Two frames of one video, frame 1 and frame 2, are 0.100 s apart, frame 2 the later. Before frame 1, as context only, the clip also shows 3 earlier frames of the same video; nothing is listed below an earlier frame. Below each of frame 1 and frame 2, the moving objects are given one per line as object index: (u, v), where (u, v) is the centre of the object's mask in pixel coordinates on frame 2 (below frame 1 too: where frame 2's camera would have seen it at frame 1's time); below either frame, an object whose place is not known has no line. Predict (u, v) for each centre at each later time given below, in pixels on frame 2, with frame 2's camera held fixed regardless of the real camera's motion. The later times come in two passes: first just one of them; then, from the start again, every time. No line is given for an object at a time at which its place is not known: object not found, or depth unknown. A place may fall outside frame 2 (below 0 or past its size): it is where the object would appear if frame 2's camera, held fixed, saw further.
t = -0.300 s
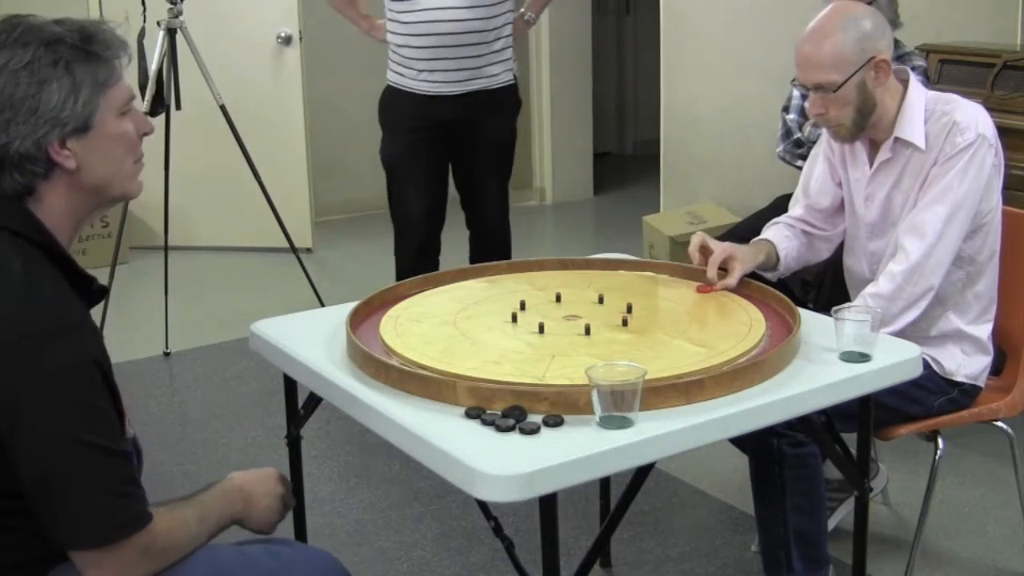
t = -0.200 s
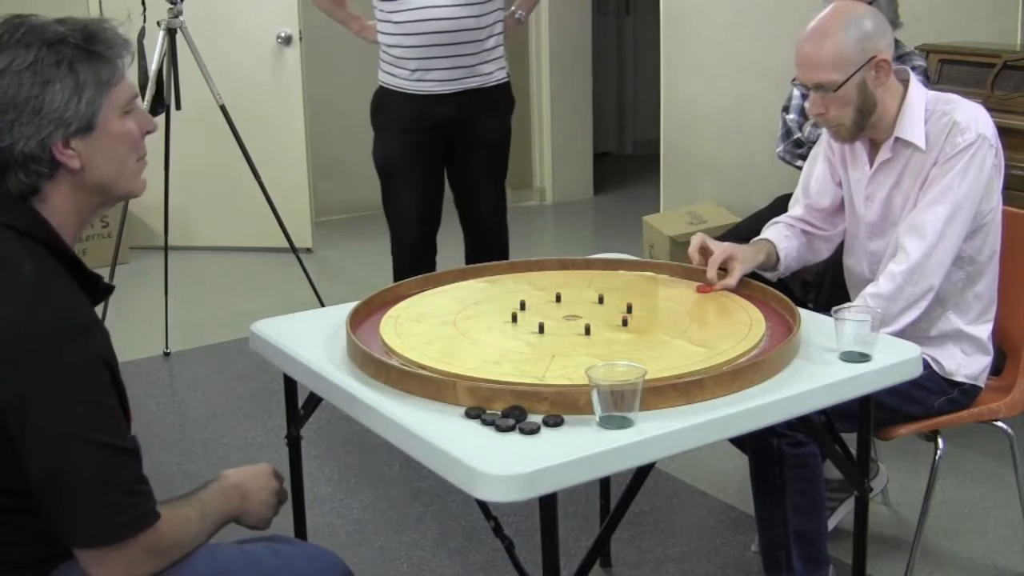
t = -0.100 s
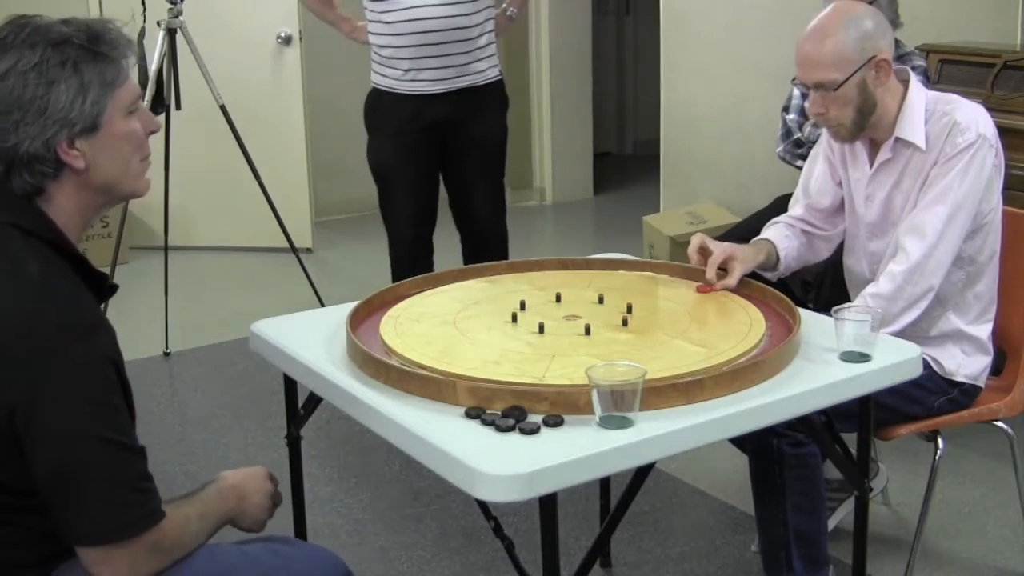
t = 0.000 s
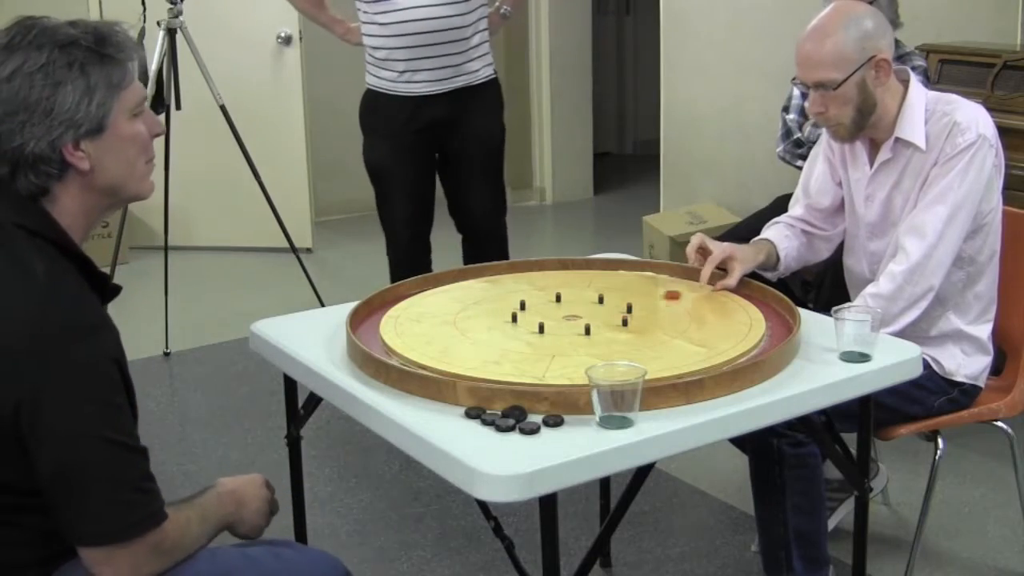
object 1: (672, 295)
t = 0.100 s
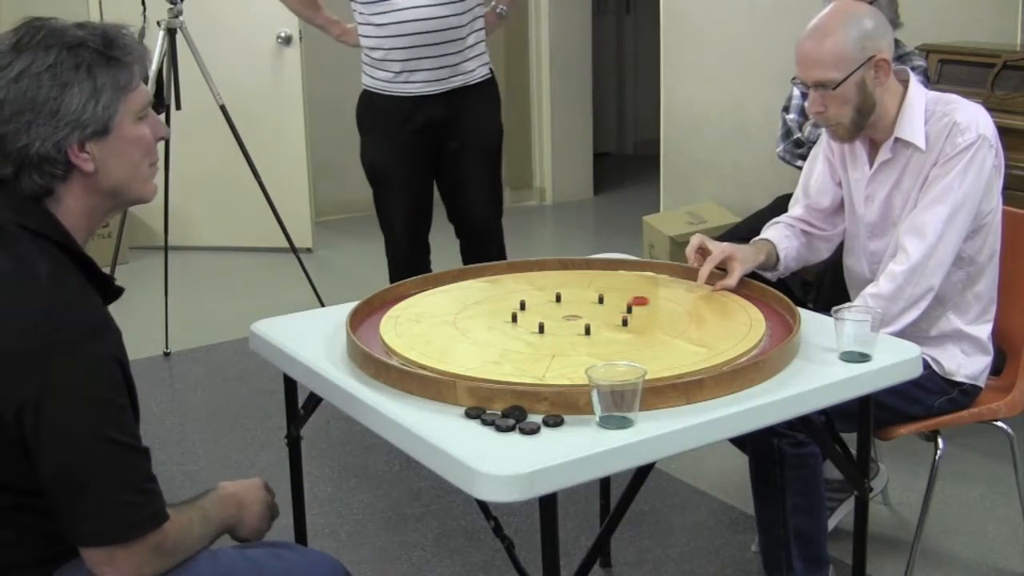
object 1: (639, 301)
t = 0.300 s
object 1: (591, 310)
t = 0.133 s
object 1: (630, 303)
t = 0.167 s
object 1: (619, 304)
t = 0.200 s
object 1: (612, 306)
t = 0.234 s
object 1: (604, 308)
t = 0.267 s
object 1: (597, 309)
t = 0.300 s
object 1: (591, 310)
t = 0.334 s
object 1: (586, 312)
